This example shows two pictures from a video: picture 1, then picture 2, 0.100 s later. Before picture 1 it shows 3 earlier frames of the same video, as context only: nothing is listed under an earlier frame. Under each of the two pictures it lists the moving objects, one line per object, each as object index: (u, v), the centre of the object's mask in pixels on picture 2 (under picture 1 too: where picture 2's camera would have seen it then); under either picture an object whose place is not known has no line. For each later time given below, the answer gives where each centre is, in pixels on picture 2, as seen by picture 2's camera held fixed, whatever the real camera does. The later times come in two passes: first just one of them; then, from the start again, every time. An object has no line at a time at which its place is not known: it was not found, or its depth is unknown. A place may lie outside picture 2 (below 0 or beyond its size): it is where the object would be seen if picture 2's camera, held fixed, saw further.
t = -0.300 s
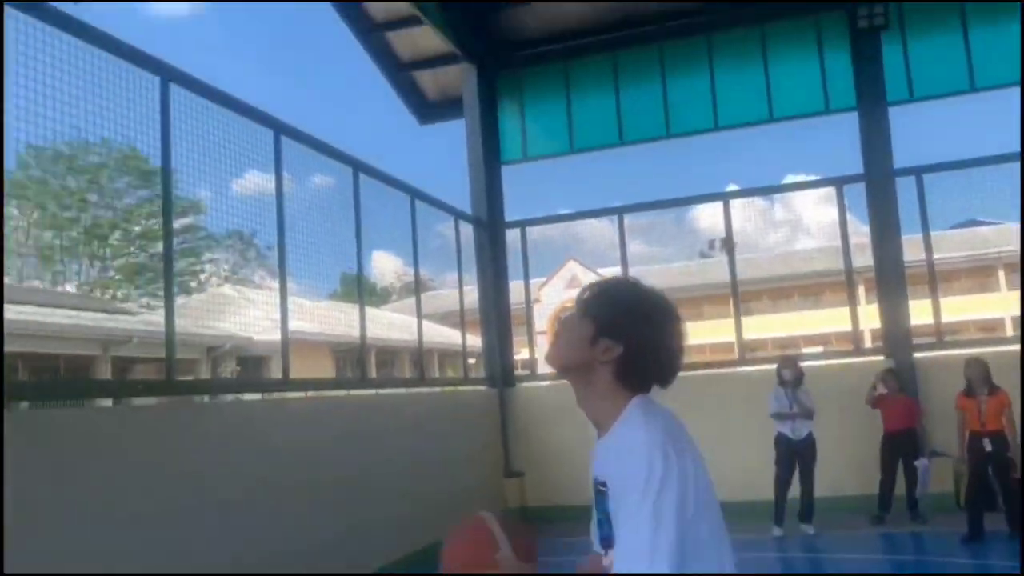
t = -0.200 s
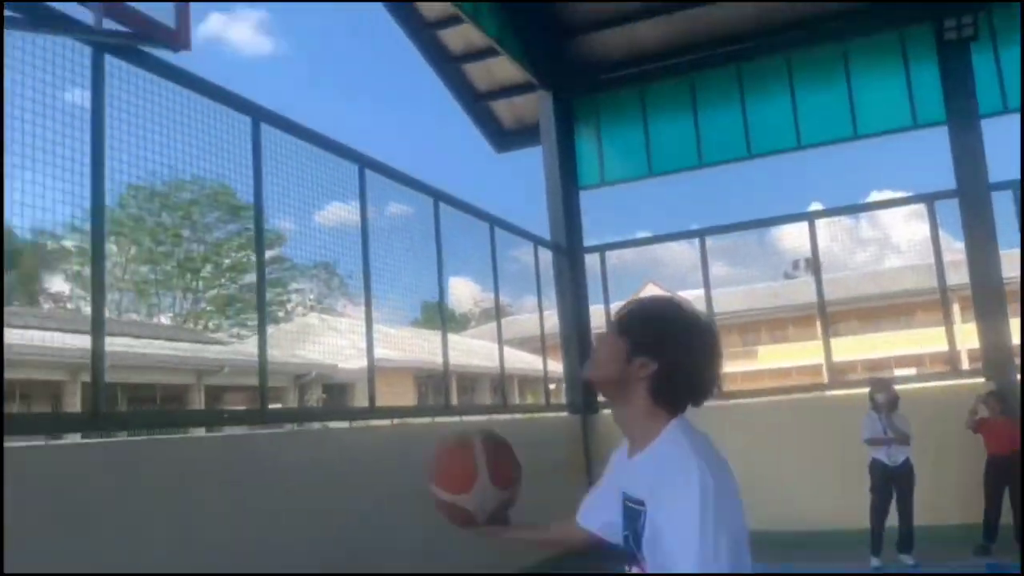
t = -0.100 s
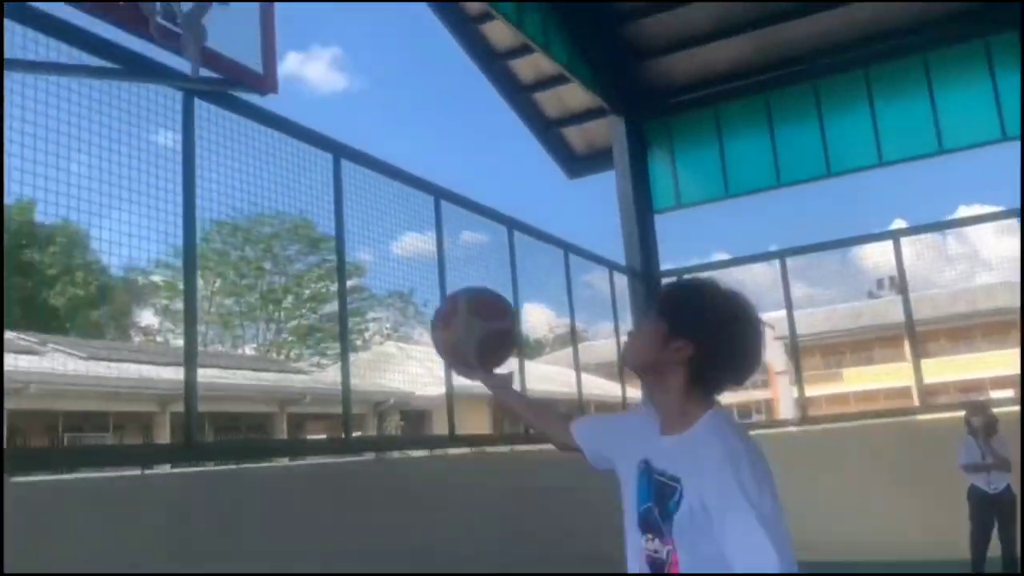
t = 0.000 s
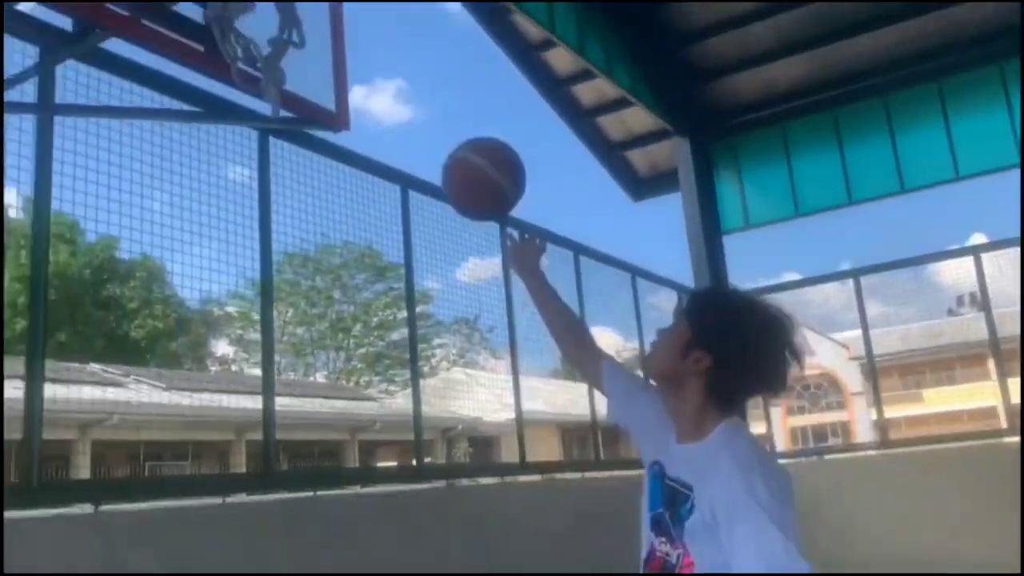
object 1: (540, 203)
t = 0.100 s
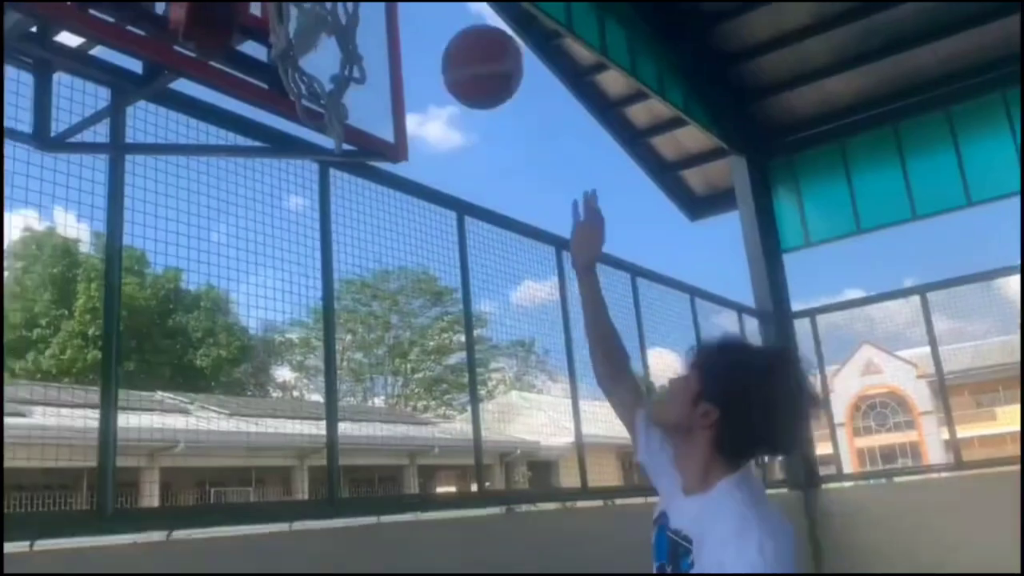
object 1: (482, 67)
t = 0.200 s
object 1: (430, -11)
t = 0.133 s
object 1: (464, 30)
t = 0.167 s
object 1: (445, 7)
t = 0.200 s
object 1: (430, -11)
